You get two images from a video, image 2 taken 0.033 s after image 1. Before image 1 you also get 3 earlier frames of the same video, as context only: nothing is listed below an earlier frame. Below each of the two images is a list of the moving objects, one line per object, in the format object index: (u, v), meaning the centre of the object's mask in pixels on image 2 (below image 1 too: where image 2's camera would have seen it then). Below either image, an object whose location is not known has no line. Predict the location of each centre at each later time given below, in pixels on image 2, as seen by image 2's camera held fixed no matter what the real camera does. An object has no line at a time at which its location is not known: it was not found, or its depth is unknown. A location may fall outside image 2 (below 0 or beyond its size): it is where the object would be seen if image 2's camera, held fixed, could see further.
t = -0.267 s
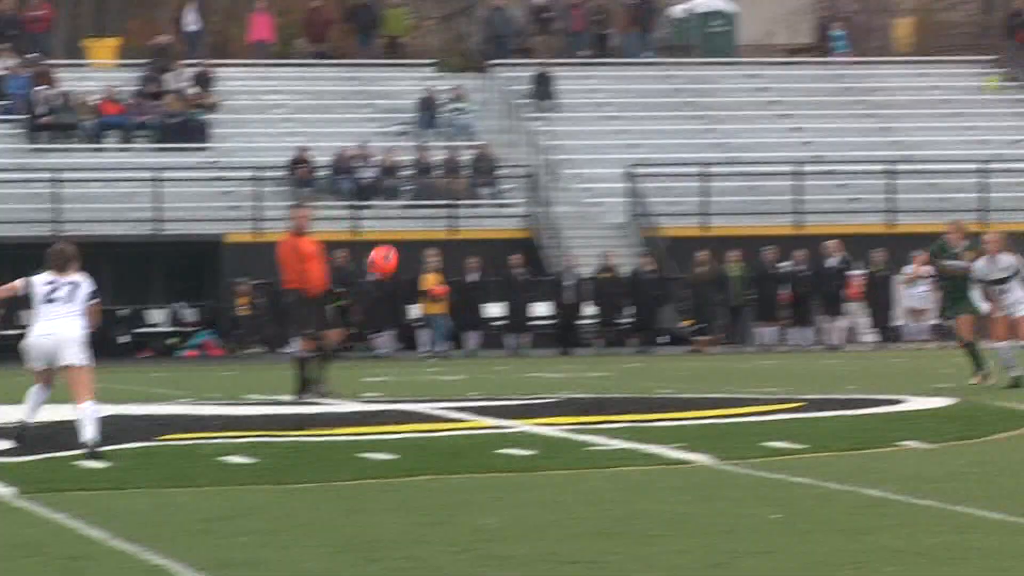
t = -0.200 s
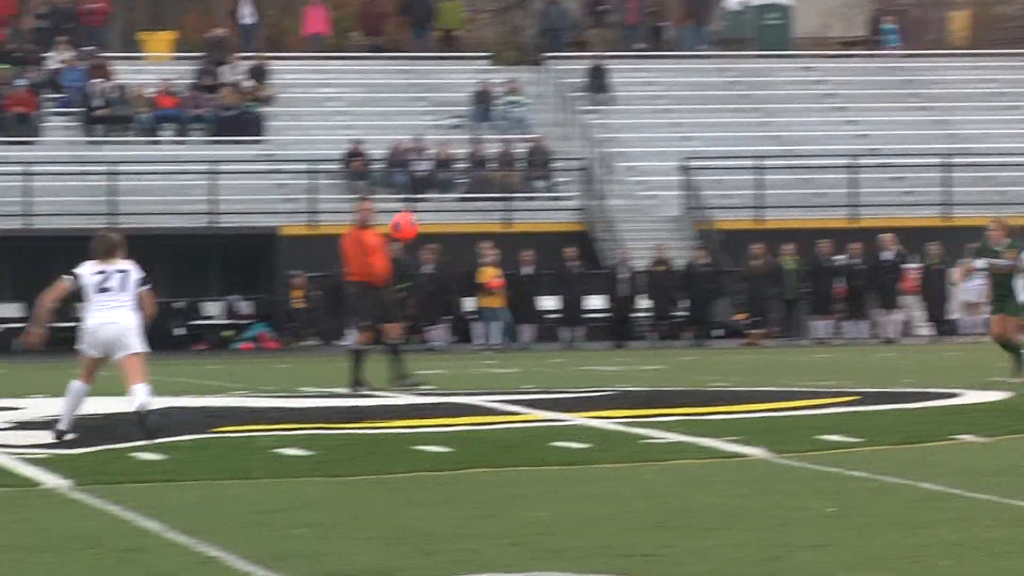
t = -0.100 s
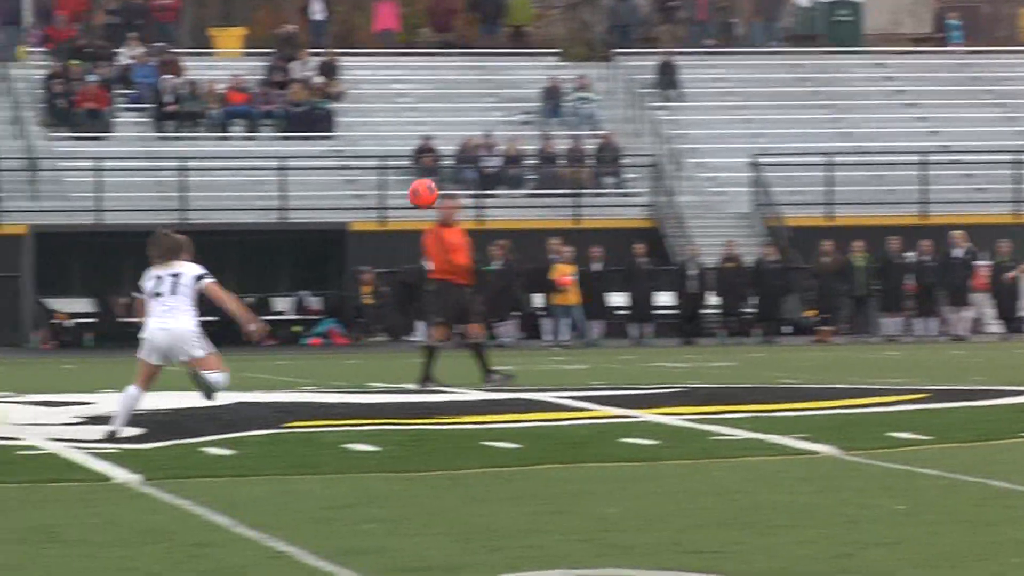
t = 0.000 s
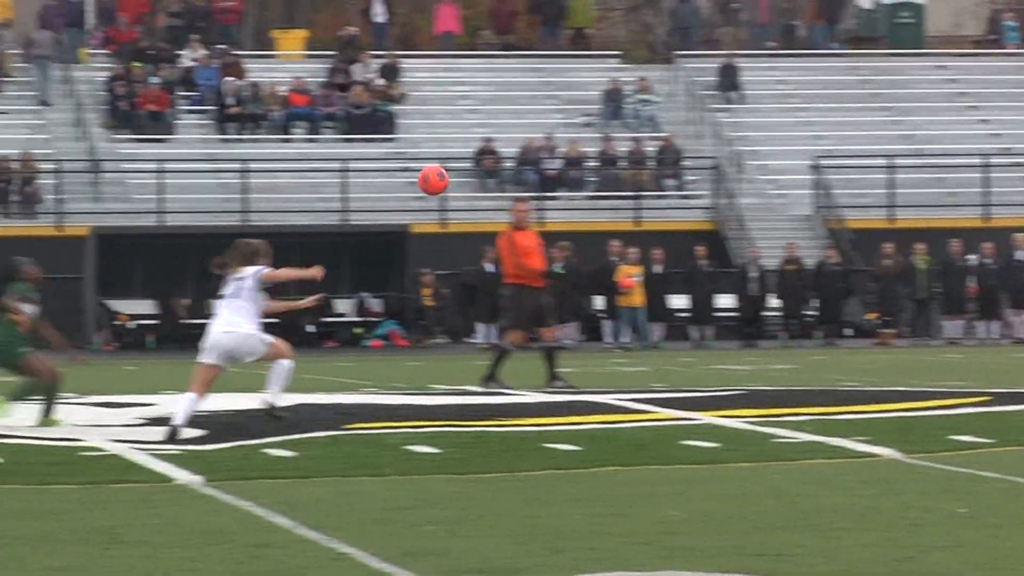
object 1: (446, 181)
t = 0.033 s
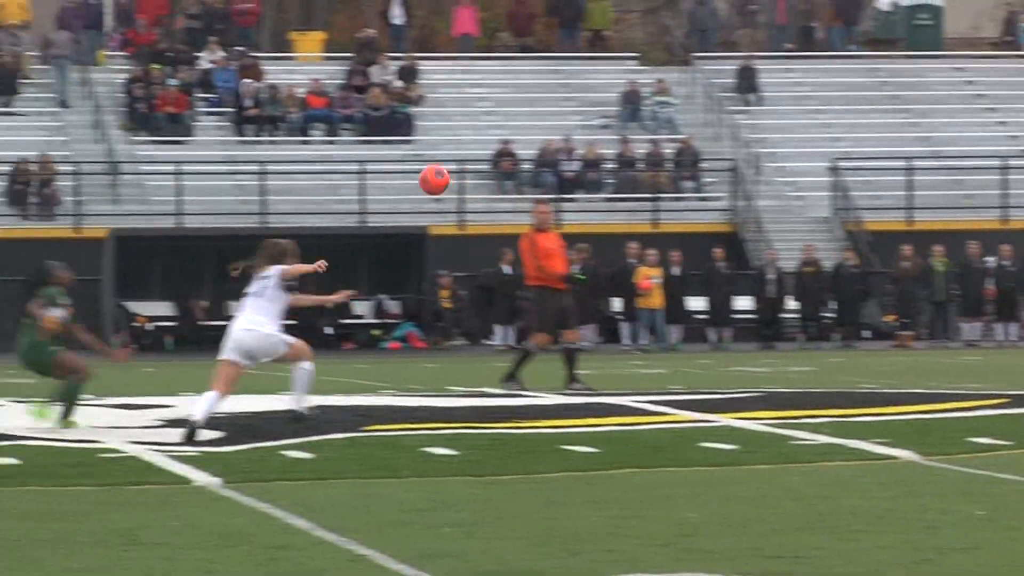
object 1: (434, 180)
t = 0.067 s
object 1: (424, 178)
